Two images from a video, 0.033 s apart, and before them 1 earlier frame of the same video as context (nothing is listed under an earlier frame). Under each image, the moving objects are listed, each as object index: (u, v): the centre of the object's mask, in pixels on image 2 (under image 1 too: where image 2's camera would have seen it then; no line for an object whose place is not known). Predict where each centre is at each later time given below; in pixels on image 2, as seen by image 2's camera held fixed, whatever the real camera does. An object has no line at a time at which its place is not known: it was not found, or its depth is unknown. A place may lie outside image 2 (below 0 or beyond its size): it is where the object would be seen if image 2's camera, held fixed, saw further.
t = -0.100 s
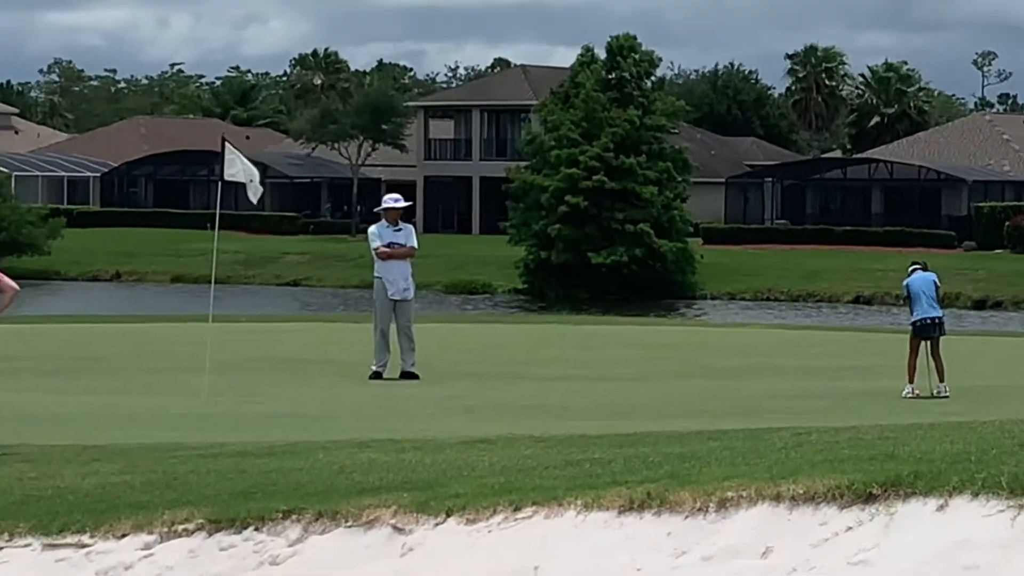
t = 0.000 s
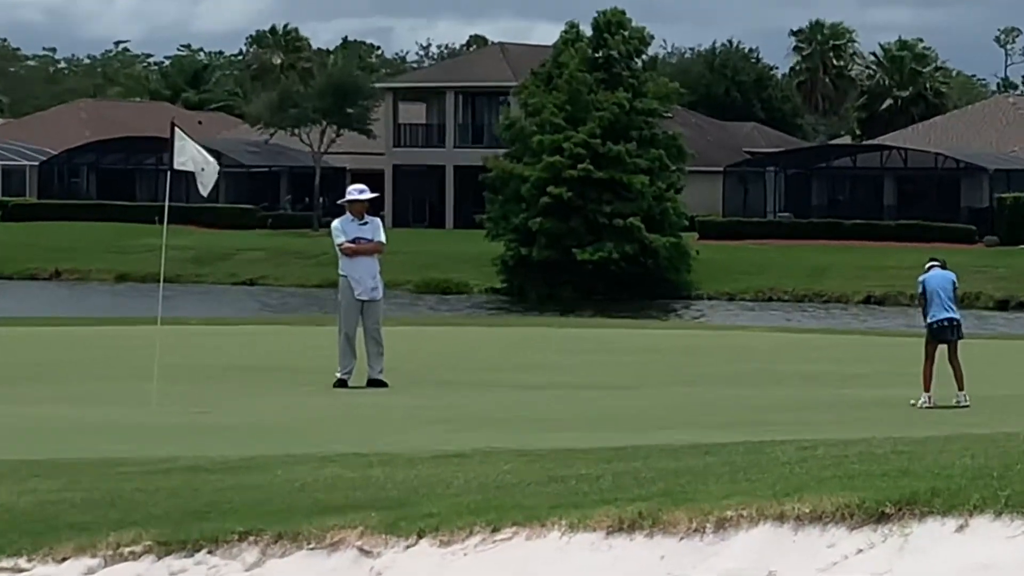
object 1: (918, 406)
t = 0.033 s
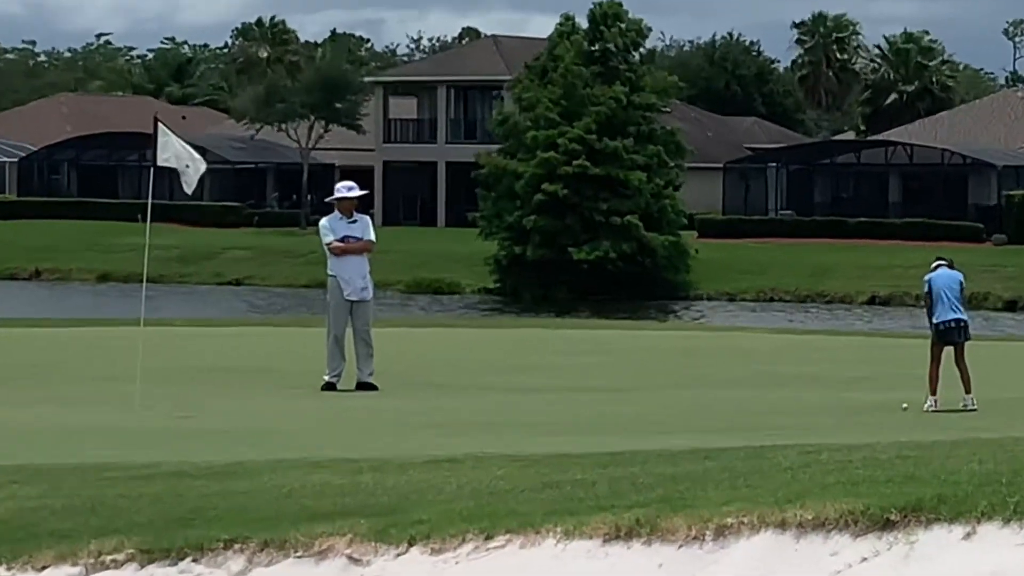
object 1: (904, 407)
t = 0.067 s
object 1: (892, 408)
